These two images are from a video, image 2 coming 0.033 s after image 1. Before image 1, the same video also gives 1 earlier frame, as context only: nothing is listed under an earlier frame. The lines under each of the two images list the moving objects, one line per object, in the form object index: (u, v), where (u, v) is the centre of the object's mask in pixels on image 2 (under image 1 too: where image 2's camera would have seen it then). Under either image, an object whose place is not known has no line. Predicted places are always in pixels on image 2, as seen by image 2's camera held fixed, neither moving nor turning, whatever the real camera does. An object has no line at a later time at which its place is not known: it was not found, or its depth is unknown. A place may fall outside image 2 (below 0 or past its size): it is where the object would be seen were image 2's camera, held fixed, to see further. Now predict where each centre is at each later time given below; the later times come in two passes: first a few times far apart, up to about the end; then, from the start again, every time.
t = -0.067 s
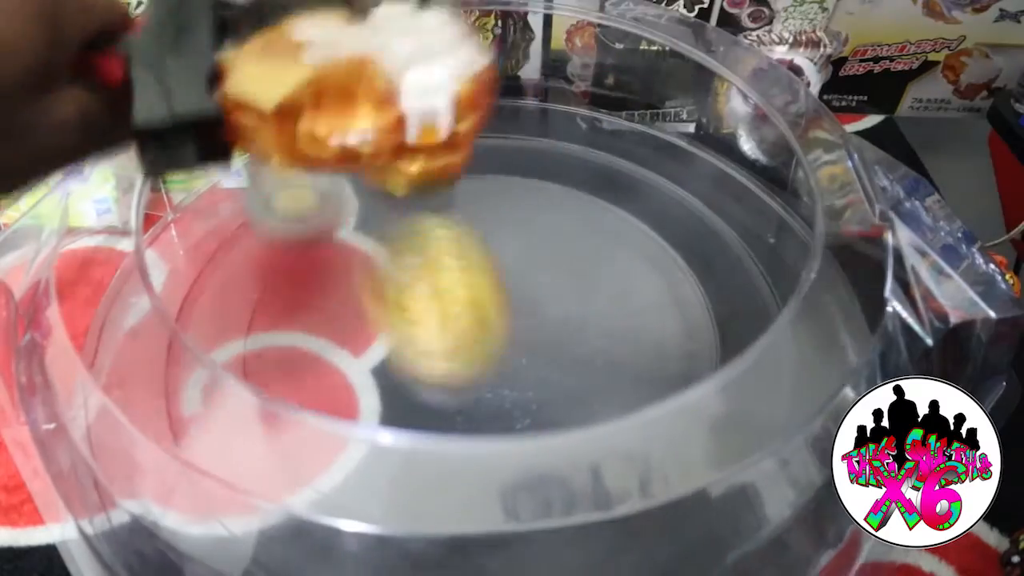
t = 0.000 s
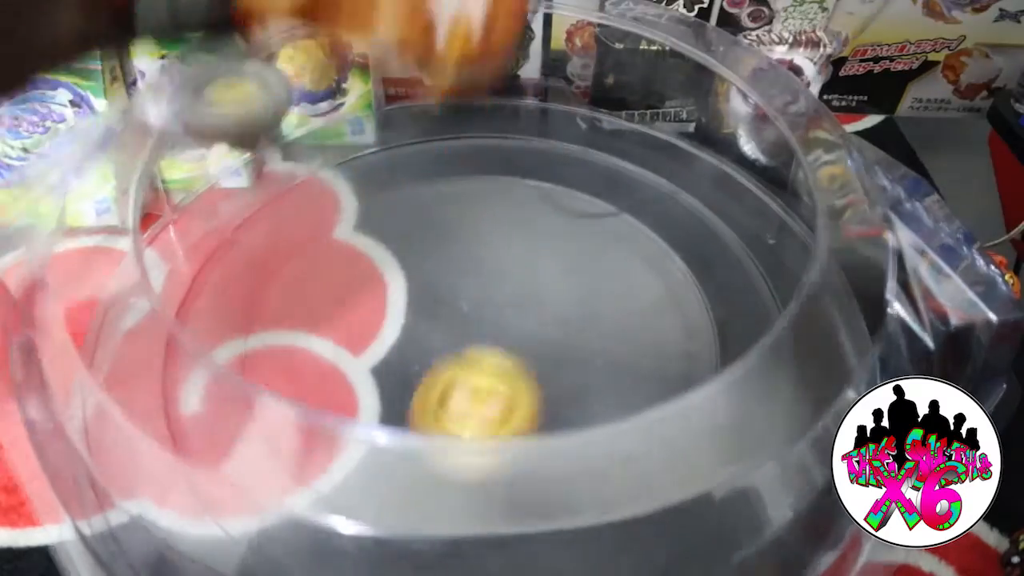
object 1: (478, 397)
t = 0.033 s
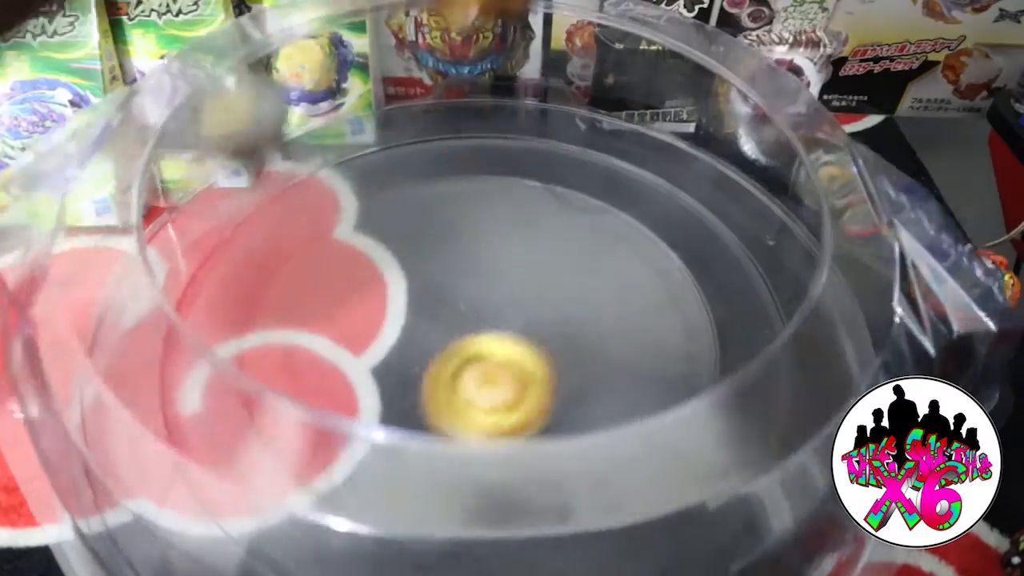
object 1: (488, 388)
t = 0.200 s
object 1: (526, 346)
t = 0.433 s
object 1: (447, 258)
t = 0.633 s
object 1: (424, 347)
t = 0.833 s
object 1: (530, 373)
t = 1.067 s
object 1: (519, 278)
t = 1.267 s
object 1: (392, 283)
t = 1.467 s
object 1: (411, 392)
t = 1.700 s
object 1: (620, 345)
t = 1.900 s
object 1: (543, 238)
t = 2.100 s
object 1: (363, 259)
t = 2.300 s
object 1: (334, 382)
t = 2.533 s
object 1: (564, 428)
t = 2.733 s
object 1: (637, 283)
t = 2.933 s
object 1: (480, 183)
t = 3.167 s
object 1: (252, 259)
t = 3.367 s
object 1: (179, 421)
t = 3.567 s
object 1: (293, 505)
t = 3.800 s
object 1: (464, 522)
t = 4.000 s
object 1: (653, 474)
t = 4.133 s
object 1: (763, 412)
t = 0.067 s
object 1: (499, 385)
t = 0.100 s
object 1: (511, 389)
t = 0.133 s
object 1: (519, 379)
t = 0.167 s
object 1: (523, 362)
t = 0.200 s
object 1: (526, 346)
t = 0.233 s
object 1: (522, 327)
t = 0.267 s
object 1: (517, 309)
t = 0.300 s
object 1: (507, 292)
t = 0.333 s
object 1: (494, 277)
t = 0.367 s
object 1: (477, 266)
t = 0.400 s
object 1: (460, 261)
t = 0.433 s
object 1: (447, 258)
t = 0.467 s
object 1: (434, 263)
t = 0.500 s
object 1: (424, 271)
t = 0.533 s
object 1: (417, 286)
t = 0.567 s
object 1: (414, 304)
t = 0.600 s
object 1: (416, 326)
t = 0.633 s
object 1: (424, 347)
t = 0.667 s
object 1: (436, 363)
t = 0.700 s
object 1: (453, 376)
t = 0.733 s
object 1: (475, 384)
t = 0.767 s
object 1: (496, 385)
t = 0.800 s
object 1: (514, 380)
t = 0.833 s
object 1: (530, 373)
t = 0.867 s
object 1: (538, 360)
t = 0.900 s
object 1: (543, 353)
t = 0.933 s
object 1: (548, 339)
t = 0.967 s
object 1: (550, 322)
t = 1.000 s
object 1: (546, 305)
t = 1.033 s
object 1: (535, 291)
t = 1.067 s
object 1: (519, 278)
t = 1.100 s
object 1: (499, 270)
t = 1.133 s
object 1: (477, 264)
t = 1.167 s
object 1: (455, 261)
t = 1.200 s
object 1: (434, 263)
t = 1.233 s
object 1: (413, 270)
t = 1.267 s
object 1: (392, 283)
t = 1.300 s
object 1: (377, 299)
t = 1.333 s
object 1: (368, 320)
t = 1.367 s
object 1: (365, 341)
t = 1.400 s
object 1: (372, 367)
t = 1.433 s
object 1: (388, 383)
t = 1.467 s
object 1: (411, 392)
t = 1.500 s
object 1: (441, 399)
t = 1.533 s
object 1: (471, 404)
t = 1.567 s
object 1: (508, 402)
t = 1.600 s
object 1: (543, 396)
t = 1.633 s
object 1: (580, 383)
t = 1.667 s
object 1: (605, 367)
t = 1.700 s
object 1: (620, 345)
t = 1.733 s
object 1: (625, 323)
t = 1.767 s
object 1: (623, 300)
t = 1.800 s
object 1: (611, 280)
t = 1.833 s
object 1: (593, 262)
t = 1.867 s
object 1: (570, 248)
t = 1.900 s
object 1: (543, 238)
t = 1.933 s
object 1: (513, 233)
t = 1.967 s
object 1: (481, 230)
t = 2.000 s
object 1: (448, 232)
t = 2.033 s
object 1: (417, 236)
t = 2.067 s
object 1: (388, 246)
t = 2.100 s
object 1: (363, 259)
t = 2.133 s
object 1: (340, 276)
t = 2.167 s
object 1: (326, 293)
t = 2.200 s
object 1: (312, 319)
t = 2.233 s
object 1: (308, 344)
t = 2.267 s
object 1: (315, 365)
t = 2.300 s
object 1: (334, 382)
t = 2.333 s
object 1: (358, 396)
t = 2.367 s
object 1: (387, 406)
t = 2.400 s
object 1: (415, 441)
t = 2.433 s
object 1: (452, 448)
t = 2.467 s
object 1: (489, 448)
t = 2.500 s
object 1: (528, 441)
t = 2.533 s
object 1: (564, 428)
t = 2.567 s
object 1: (596, 410)
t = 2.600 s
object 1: (617, 381)
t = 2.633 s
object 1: (635, 361)
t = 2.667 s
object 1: (645, 337)
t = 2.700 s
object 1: (645, 310)
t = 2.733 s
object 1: (637, 283)
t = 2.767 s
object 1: (622, 259)
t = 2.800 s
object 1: (603, 237)
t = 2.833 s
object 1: (577, 218)
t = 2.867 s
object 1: (548, 202)
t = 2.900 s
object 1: (516, 191)
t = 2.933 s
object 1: (480, 183)
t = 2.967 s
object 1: (444, 181)
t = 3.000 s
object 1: (409, 182)
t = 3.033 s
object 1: (374, 188)
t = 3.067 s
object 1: (337, 197)
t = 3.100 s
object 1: (305, 212)
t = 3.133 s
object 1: (275, 234)
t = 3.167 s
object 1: (252, 259)
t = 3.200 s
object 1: (233, 287)
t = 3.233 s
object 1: (223, 311)
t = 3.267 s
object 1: (220, 329)
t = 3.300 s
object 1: (219, 343)
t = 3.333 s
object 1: (188, 390)
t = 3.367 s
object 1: (179, 421)
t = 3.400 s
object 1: (185, 440)
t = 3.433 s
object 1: (200, 454)
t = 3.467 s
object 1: (222, 470)
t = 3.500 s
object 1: (247, 484)
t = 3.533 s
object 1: (271, 495)
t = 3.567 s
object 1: (293, 505)
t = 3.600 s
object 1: (318, 513)
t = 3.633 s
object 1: (343, 518)
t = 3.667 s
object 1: (368, 520)
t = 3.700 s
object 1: (393, 522)
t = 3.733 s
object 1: (416, 522)
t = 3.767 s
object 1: (440, 523)
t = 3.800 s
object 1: (464, 522)
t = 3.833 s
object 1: (484, 520)
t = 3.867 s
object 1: (506, 518)
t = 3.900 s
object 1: (528, 515)
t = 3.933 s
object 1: (567, 508)
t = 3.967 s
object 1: (614, 491)
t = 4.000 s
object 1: (653, 474)
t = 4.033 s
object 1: (687, 457)
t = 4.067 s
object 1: (717, 443)
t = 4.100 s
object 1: (742, 427)
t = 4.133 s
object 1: (763, 412)
